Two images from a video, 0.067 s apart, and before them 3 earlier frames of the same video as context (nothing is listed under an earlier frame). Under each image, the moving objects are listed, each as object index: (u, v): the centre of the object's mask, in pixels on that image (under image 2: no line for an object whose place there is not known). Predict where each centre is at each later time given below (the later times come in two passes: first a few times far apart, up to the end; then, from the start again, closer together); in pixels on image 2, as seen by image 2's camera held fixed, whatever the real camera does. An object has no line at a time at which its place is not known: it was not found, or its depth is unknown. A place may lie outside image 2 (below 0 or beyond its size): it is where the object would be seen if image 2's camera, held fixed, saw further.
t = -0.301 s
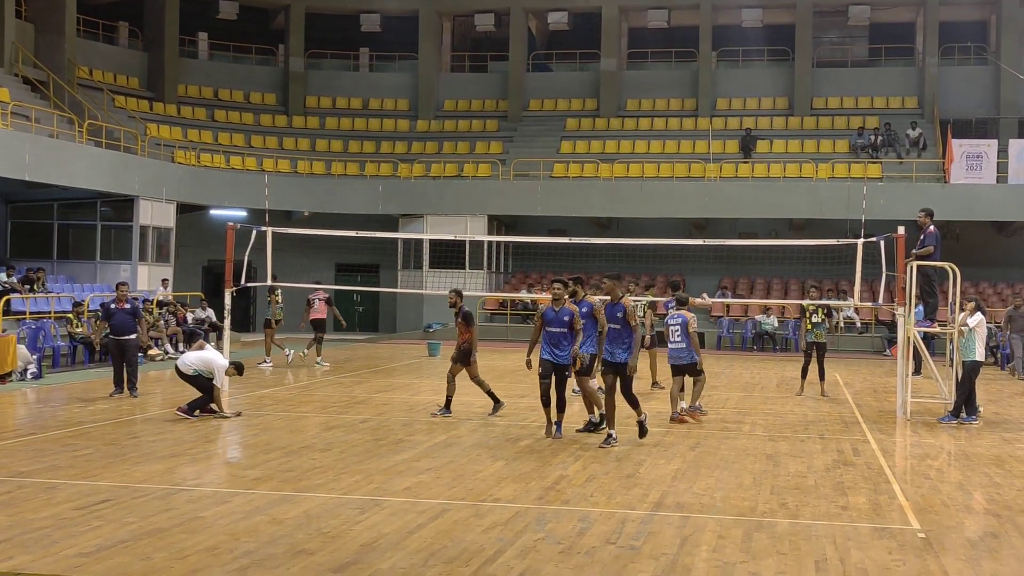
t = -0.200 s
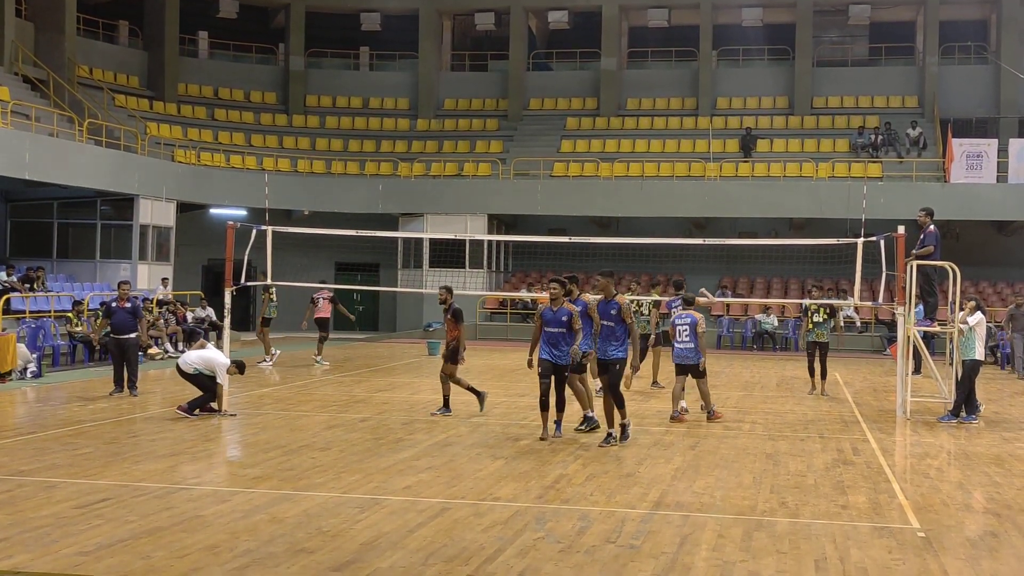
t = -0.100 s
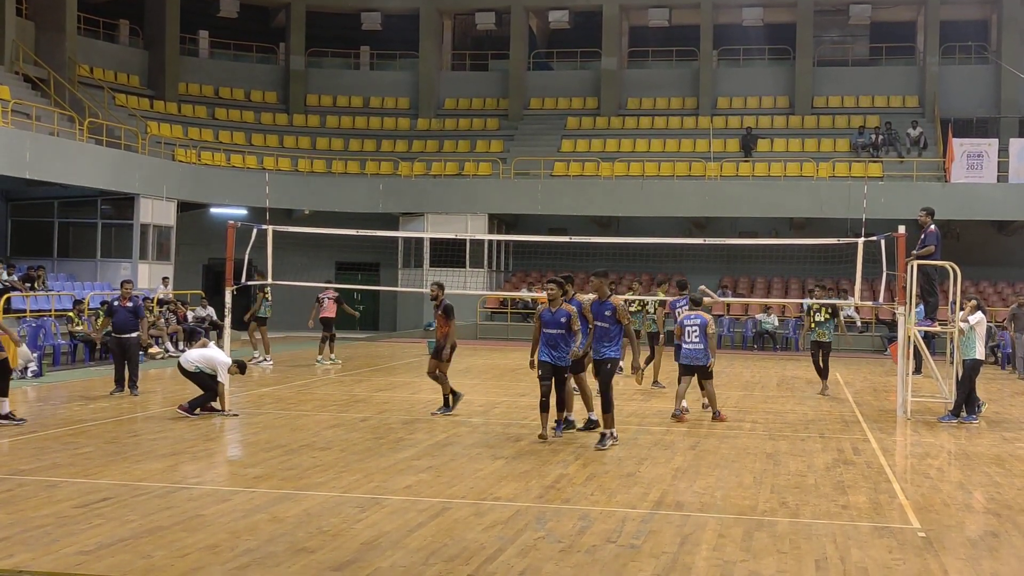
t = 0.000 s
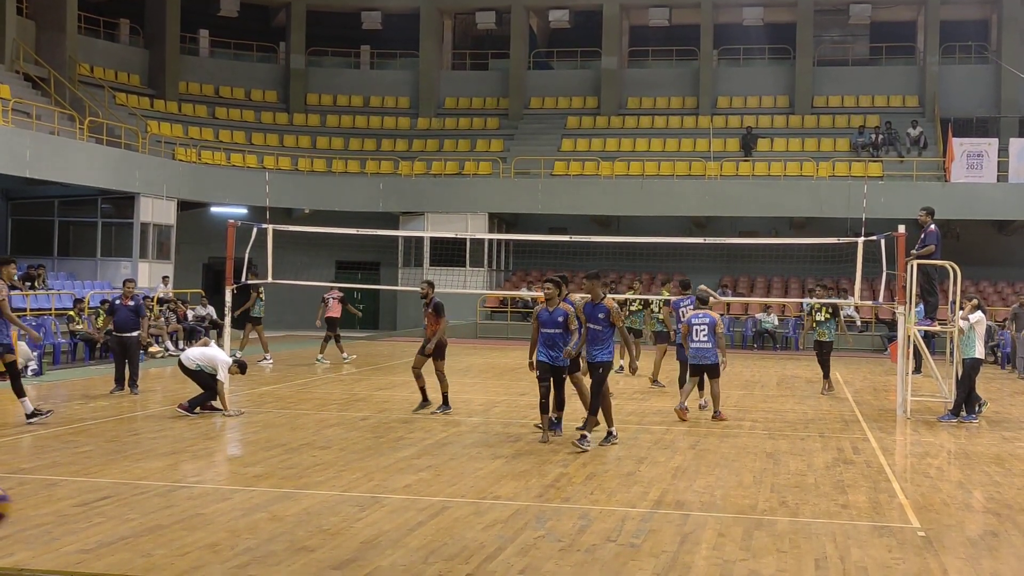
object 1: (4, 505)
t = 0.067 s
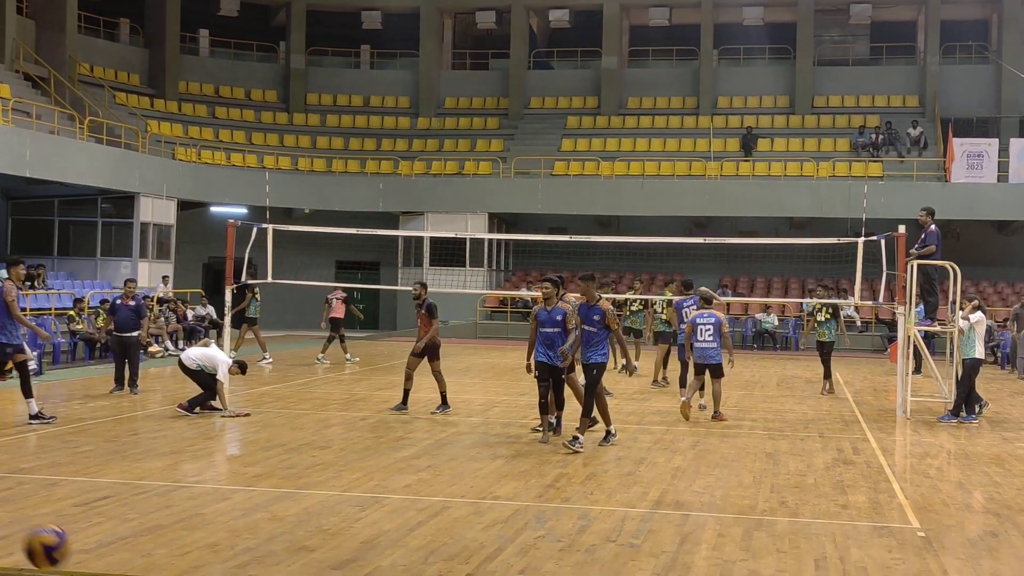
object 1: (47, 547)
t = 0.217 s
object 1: (141, 546)
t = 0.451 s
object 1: (218, 432)
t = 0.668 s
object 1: (278, 418)
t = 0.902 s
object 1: (330, 481)
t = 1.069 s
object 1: (365, 497)
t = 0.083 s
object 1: (62, 554)
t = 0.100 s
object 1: (76, 561)
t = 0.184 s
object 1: (128, 565)
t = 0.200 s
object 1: (135, 558)
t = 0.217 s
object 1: (141, 546)
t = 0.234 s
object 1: (146, 535)
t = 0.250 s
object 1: (153, 523)
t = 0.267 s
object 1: (158, 513)
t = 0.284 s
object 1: (164, 503)
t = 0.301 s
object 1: (169, 492)
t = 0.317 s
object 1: (175, 484)
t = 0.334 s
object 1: (181, 475)
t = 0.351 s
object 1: (186, 466)
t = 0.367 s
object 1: (192, 459)
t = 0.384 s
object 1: (197, 452)
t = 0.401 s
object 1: (203, 447)
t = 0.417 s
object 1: (208, 441)
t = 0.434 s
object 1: (214, 437)
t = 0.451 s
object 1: (218, 432)
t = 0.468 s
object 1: (223, 428)
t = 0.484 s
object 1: (229, 425)
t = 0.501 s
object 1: (233, 422)
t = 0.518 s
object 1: (238, 419)
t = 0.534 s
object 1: (242, 417)
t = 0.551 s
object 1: (247, 415)
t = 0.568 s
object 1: (252, 414)
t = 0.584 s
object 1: (256, 413)
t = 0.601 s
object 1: (260, 413)
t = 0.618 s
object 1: (265, 413)
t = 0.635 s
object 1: (270, 414)
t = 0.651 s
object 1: (274, 415)
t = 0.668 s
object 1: (278, 418)
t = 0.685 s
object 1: (282, 420)
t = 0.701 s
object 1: (287, 422)
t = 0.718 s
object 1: (290, 425)
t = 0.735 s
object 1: (294, 428)
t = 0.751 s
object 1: (297, 431)
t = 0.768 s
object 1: (302, 435)
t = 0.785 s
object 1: (305, 439)
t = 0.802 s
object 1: (309, 444)
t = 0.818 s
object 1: (312, 449)
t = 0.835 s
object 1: (316, 454)
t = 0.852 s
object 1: (320, 461)
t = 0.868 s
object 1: (323, 467)
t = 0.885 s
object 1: (327, 474)
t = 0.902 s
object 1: (330, 481)
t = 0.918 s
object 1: (333, 488)
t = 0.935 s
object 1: (337, 496)
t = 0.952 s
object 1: (340, 504)
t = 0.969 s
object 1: (343, 513)
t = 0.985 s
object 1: (346, 521)
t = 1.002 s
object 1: (349, 530)
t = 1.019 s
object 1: (353, 521)
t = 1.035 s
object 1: (357, 513)
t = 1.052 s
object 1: (361, 505)
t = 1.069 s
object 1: (365, 497)
